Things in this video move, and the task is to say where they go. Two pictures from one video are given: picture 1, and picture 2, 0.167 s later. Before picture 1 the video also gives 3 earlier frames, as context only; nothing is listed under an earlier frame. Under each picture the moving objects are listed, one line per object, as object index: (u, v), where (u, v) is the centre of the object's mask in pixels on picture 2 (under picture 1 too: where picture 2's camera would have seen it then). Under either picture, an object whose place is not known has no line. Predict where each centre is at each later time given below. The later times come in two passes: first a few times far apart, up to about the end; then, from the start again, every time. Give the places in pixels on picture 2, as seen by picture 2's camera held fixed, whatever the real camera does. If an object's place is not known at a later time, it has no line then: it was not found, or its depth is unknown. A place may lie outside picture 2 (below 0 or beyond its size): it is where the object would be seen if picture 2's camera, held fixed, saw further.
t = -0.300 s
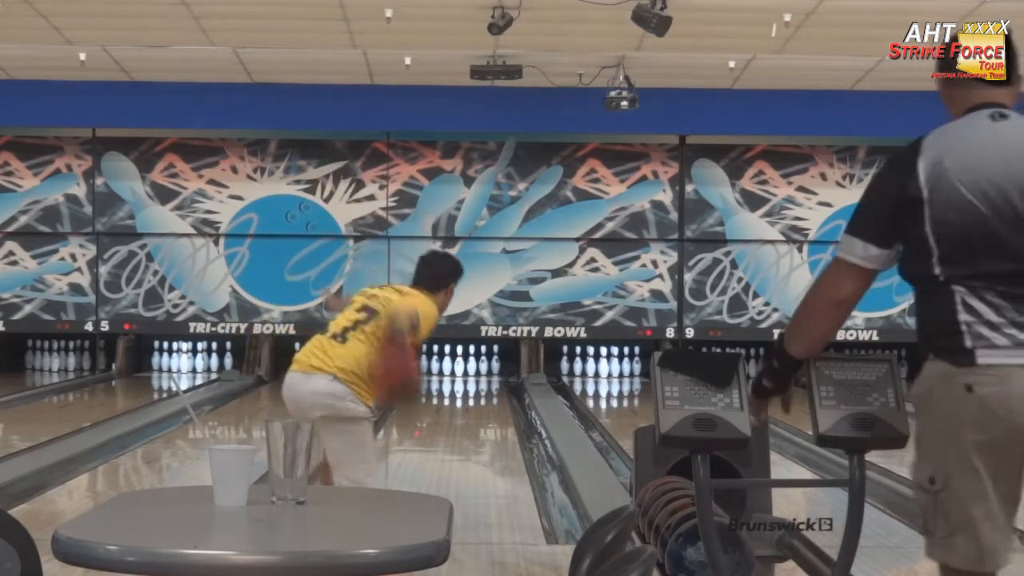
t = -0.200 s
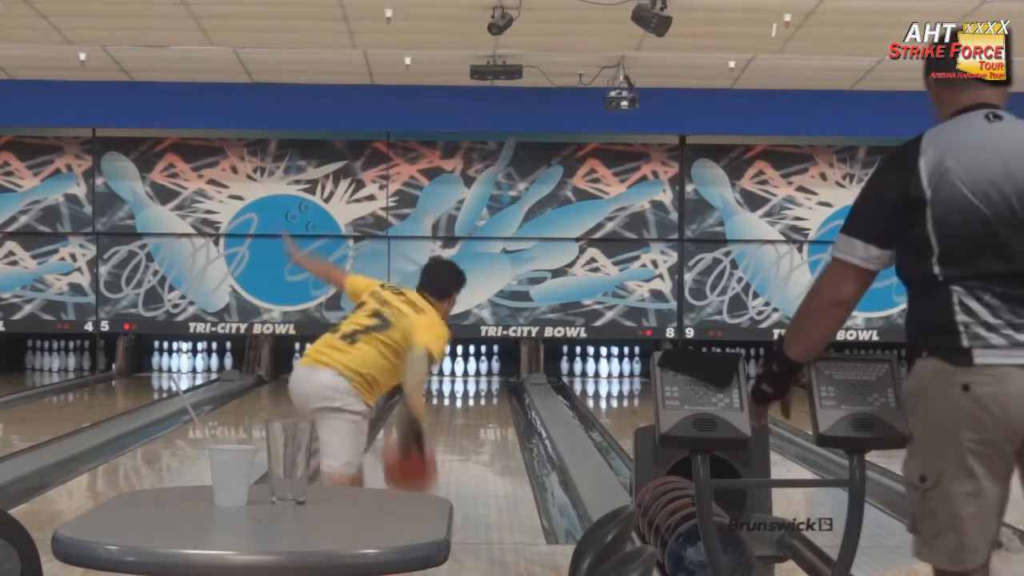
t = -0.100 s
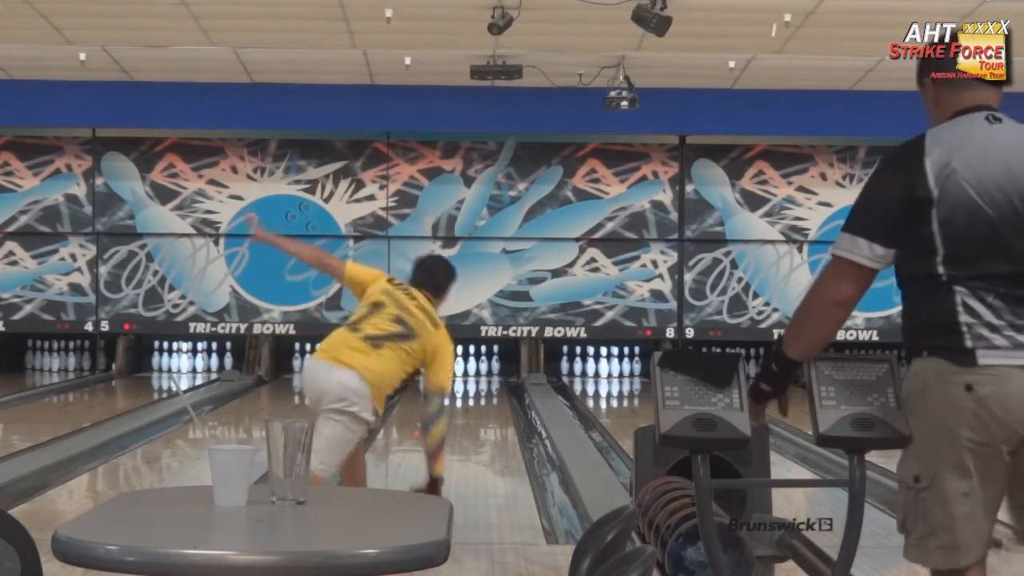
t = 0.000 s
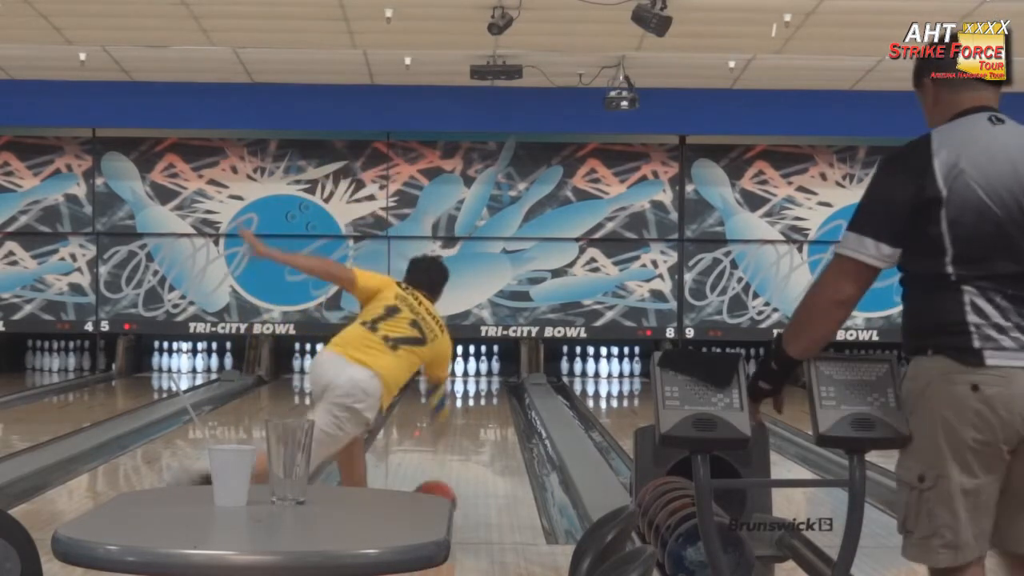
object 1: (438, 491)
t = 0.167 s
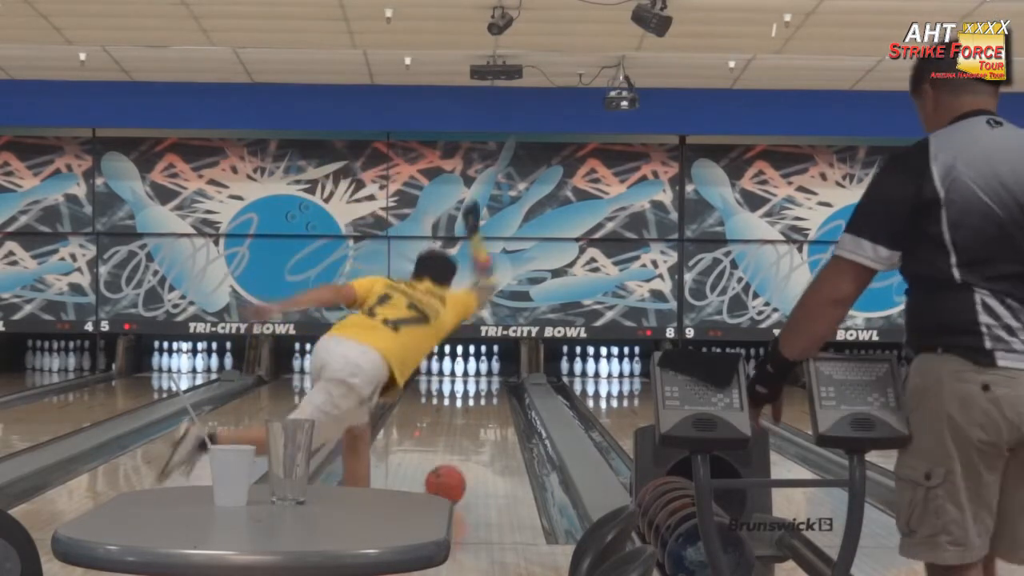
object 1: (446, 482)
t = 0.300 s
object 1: (453, 468)
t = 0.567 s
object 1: (465, 441)
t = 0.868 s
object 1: (473, 420)
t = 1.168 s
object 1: (476, 403)
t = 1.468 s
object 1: (477, 390)
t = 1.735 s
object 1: (475, 382)
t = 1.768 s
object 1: (474, 381)
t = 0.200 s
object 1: (447, 480)
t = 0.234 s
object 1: (449, 476)
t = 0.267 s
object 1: (451, 472)
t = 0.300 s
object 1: (453, 468)
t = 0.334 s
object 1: (455, 464)
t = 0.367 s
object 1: (456, 460)
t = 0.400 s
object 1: (458, 456)
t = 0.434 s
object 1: (459, 453)
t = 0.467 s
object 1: (461, 450)
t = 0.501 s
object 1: (463, 446)
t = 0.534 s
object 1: (463, 444)
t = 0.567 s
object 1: (465, 441)
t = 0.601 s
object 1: (466, 438)
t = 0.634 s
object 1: (467, 436)
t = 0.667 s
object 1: (468, 433)
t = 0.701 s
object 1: (469, 431)
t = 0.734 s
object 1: (470, 428)
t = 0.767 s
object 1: (471, 425)
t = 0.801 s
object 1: (471, 423)
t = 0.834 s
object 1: (472, 422)
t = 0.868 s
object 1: (473, 420)
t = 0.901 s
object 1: (473, 418)
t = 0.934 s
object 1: (473, 416)
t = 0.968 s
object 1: (474, 414)
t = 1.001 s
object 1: (474, 411)
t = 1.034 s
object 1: (475, 409)
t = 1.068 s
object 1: (475, 408)
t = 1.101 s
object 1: (476, 406)
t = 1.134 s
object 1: (476, 405)
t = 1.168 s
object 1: (476, 403)
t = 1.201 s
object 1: (476, 402)
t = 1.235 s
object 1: (476, 401)
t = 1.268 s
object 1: (476, 399)
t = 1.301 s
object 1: (476, 398)
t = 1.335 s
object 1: (477, 396)
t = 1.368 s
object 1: (476, 395)
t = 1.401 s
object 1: (477, 393)
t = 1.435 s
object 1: (477, 391)
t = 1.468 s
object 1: (477, 390)
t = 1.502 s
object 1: (476, 389)
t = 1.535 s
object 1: (476, 388)
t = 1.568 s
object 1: (476, 387)
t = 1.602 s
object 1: (476, 386)
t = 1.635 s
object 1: (476, 385)
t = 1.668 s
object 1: (475, 384)
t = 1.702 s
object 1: (475, 383)
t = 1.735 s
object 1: (475, 382)
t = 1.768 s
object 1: (474, 381)
